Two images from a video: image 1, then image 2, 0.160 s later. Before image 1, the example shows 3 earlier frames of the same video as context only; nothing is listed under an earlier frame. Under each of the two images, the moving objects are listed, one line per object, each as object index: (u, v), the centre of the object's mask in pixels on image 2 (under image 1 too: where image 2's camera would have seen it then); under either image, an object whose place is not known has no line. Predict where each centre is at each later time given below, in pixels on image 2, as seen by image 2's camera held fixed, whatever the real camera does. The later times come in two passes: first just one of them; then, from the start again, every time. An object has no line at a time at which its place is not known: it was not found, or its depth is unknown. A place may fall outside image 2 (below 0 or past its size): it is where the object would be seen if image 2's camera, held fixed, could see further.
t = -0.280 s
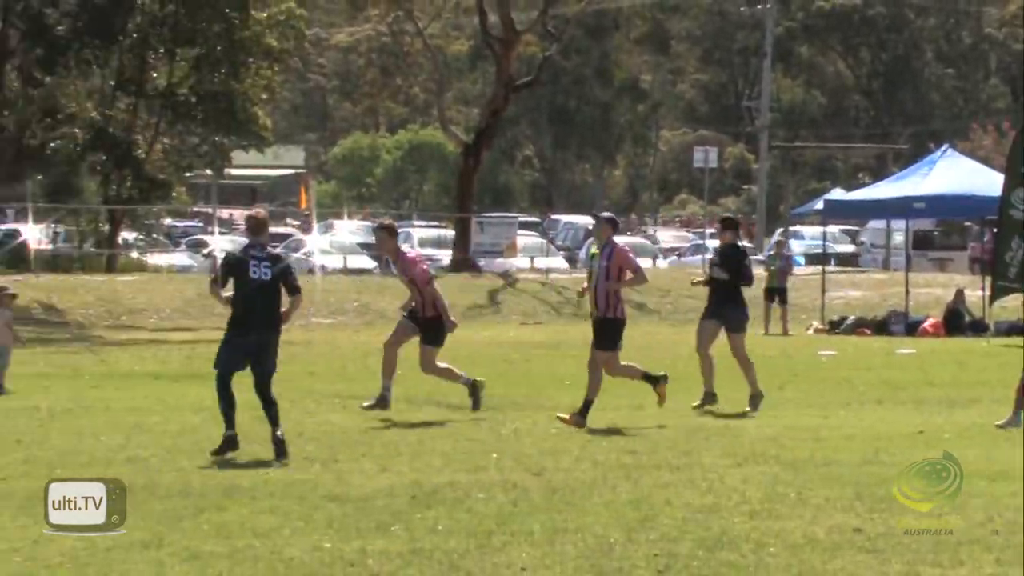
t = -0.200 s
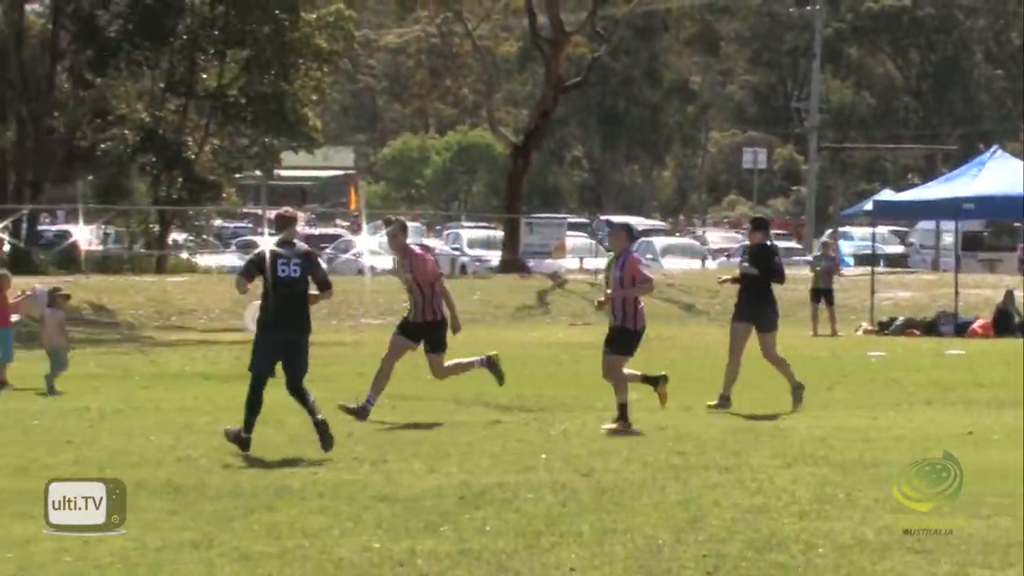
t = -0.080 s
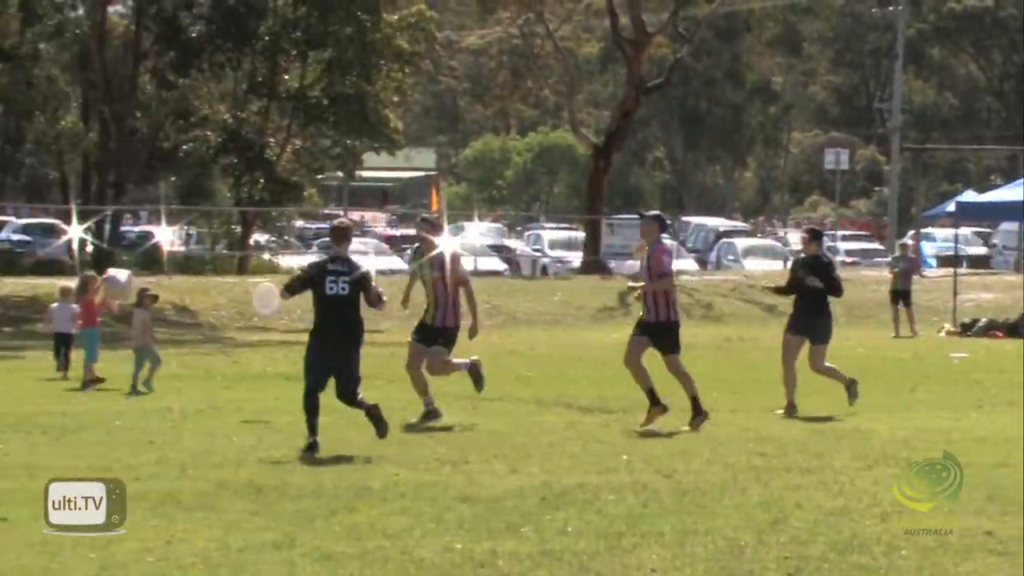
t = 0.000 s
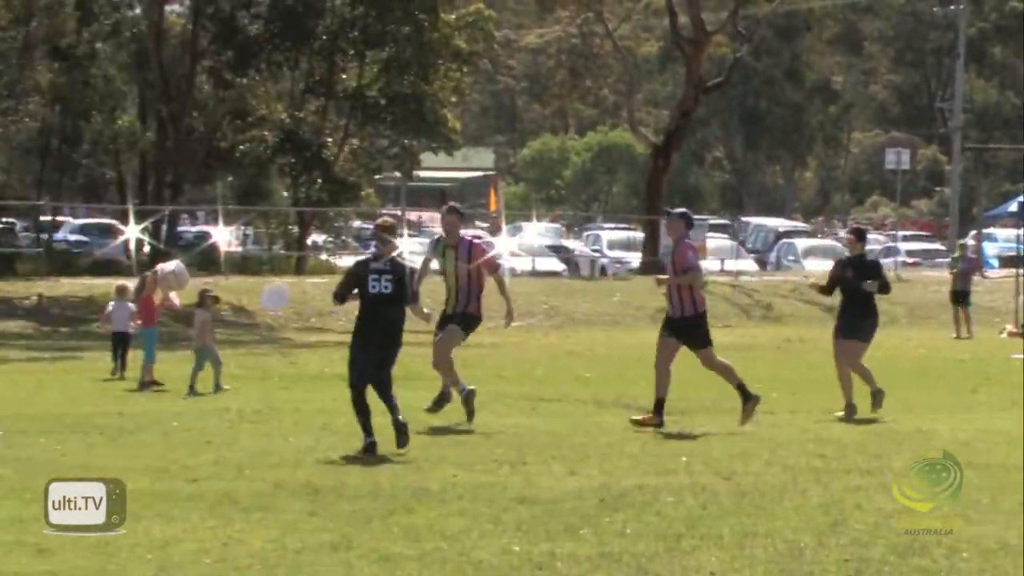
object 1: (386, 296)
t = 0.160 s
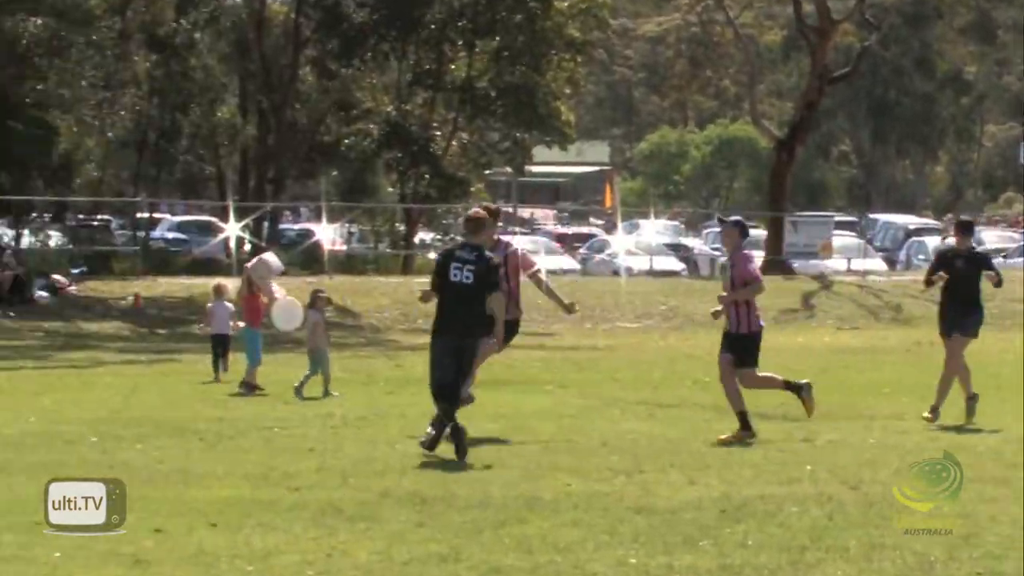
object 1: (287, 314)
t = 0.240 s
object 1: (241, 332)
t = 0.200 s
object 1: (264, 322)
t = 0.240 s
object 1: (241, 332)
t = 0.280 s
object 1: (218, 344)
